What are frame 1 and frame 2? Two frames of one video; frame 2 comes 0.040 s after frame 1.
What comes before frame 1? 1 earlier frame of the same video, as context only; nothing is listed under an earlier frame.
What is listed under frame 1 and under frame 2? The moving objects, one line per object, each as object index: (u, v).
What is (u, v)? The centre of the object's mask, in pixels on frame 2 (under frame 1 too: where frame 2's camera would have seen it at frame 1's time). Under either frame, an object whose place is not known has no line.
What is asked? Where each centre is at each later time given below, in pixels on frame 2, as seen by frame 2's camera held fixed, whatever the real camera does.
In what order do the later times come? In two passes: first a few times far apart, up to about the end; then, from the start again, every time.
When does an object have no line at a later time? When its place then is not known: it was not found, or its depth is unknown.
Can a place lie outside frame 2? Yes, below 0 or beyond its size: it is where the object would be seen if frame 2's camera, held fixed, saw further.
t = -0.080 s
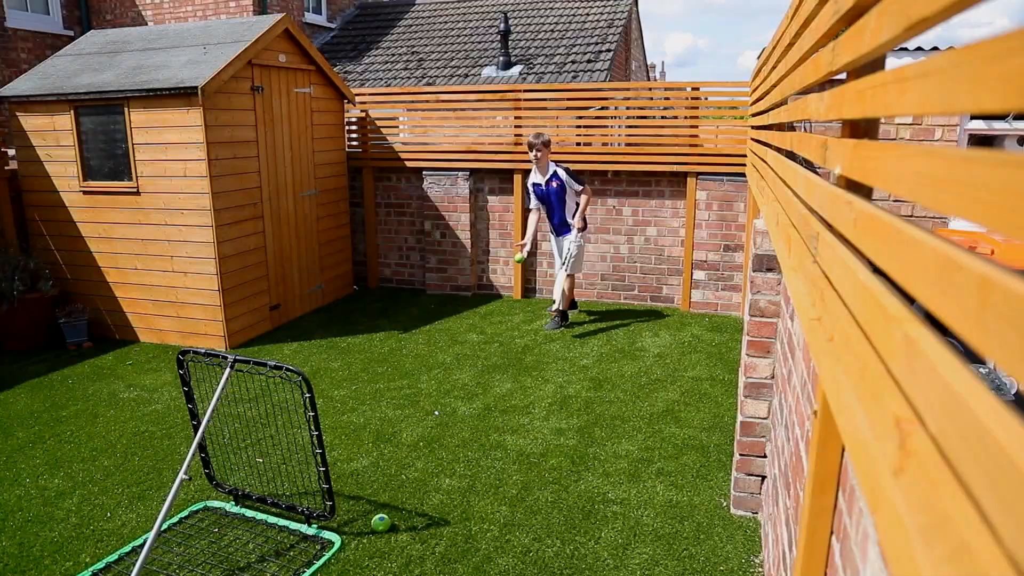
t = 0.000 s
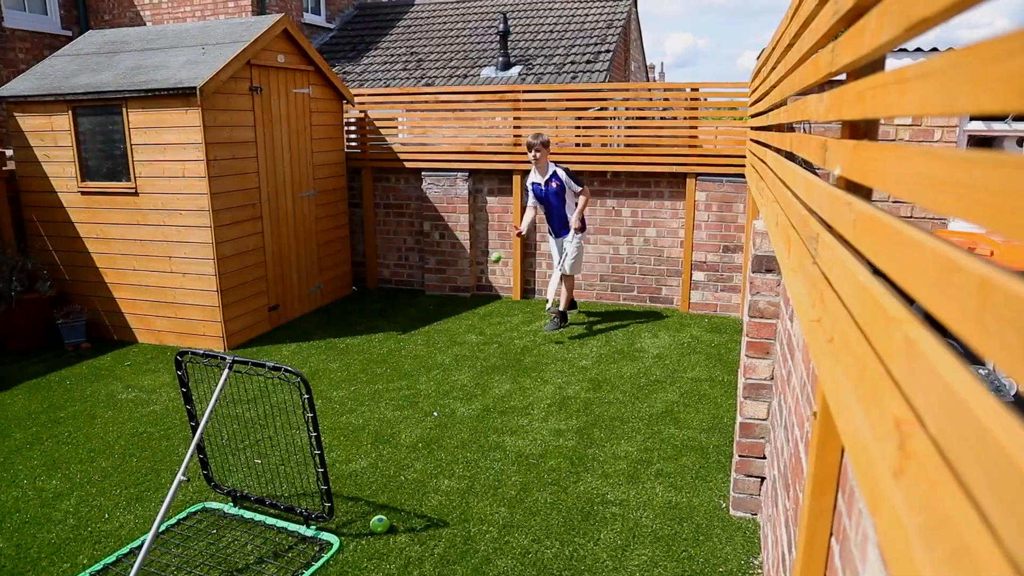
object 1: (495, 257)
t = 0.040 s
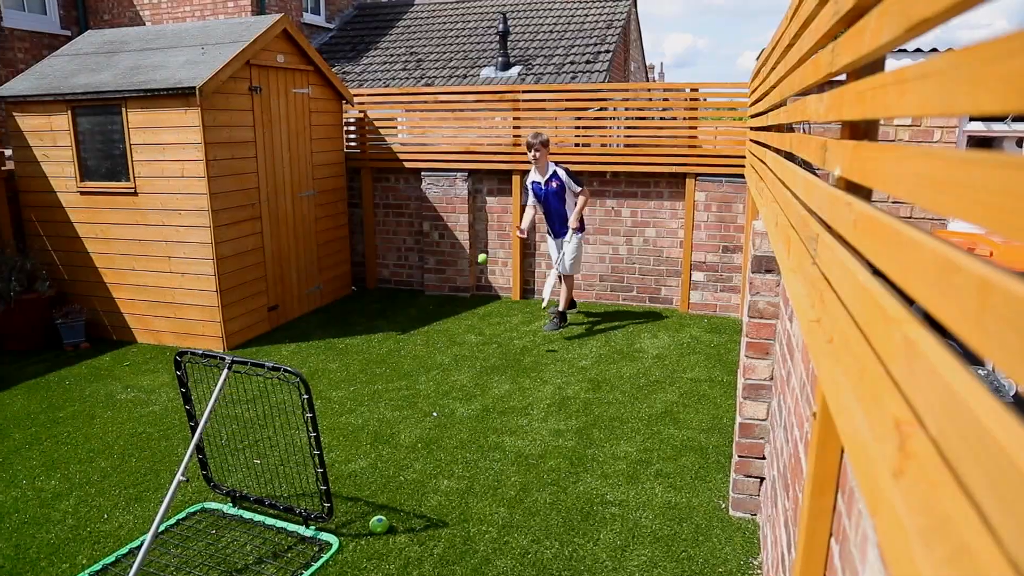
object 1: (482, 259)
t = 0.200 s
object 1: (421, 281)
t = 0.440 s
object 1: (274, 402)
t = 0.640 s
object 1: (356, 375)
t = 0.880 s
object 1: (476, 351)
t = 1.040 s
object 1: (523, 345)
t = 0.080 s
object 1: (469, 261)
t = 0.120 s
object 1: (454, 265)
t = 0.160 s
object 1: (438, 272)
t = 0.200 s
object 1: (421, 281)
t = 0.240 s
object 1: (401, 292)
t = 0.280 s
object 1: (381, 307)
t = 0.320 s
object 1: (358, 325)
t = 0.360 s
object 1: (332, 345)
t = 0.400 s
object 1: (305, 371)
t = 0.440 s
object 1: (274, 402)
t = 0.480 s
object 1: (243, 435)
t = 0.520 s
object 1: (266, 422)
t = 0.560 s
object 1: (298, 403)
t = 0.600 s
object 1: (328, 387)
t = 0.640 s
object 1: (356, 375)
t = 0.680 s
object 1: (380, 365)
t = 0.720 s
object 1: (403, 359)
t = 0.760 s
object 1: (424, 354)
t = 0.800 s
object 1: (443, 351)
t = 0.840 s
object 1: (460, 350)
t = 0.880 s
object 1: (476, 351)
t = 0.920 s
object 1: (492, 353)
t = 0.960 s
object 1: (505, 356)
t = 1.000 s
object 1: (516, 356)
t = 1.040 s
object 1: (523, 345)
